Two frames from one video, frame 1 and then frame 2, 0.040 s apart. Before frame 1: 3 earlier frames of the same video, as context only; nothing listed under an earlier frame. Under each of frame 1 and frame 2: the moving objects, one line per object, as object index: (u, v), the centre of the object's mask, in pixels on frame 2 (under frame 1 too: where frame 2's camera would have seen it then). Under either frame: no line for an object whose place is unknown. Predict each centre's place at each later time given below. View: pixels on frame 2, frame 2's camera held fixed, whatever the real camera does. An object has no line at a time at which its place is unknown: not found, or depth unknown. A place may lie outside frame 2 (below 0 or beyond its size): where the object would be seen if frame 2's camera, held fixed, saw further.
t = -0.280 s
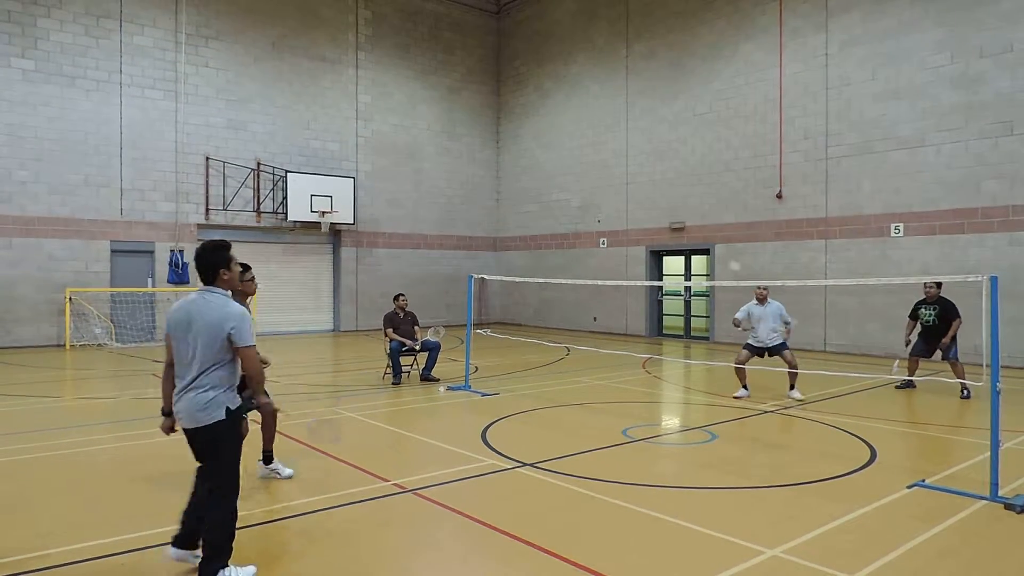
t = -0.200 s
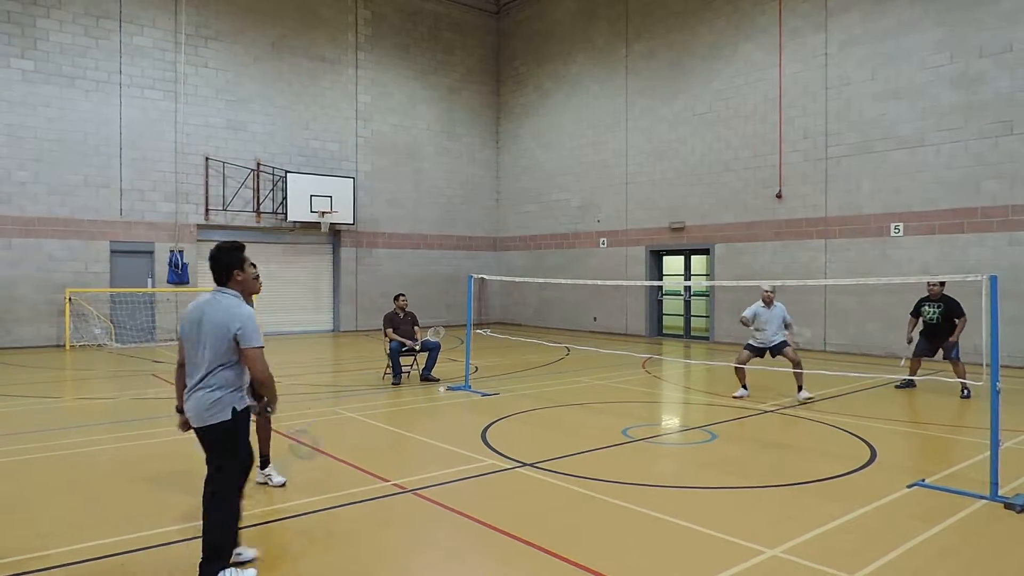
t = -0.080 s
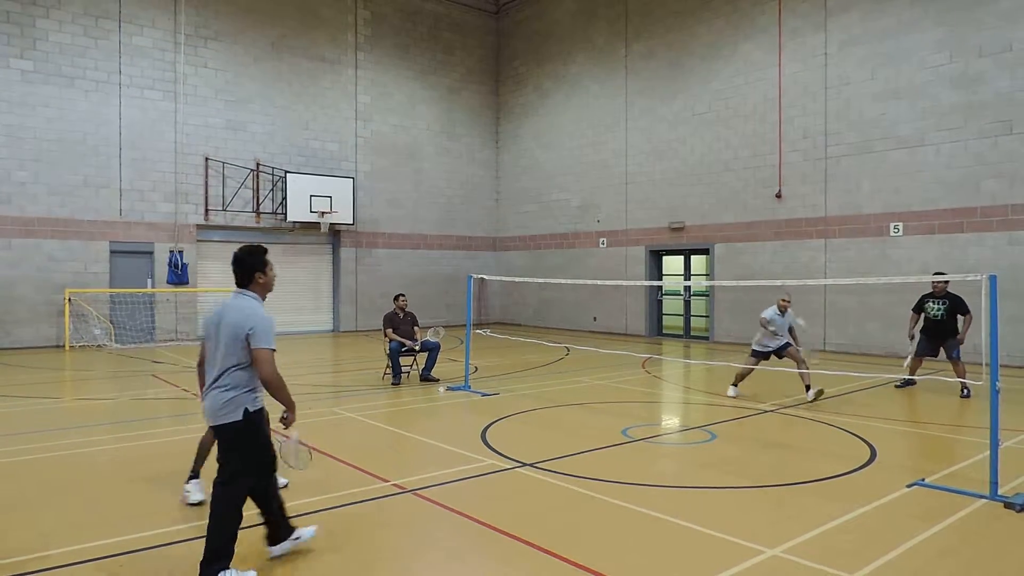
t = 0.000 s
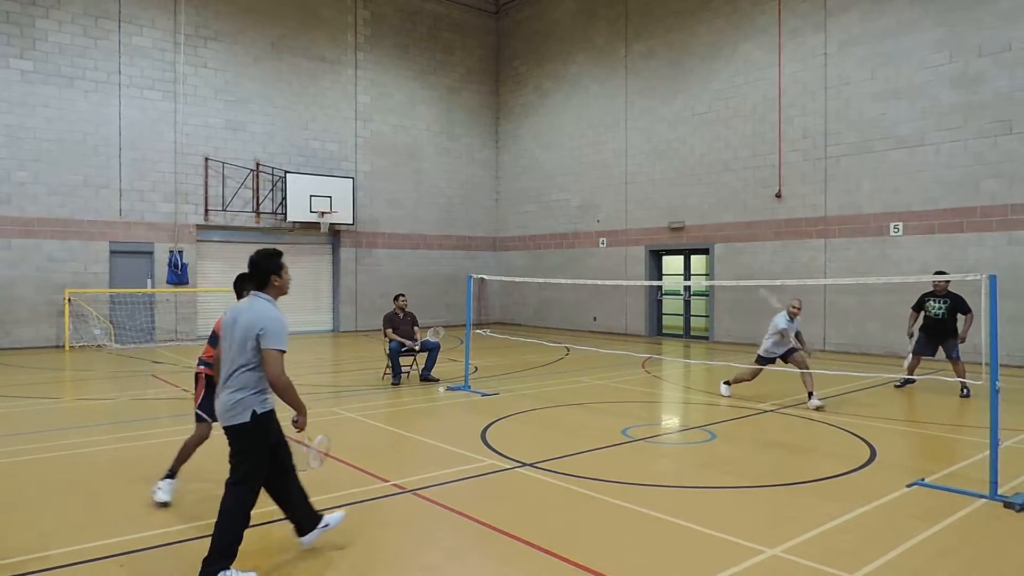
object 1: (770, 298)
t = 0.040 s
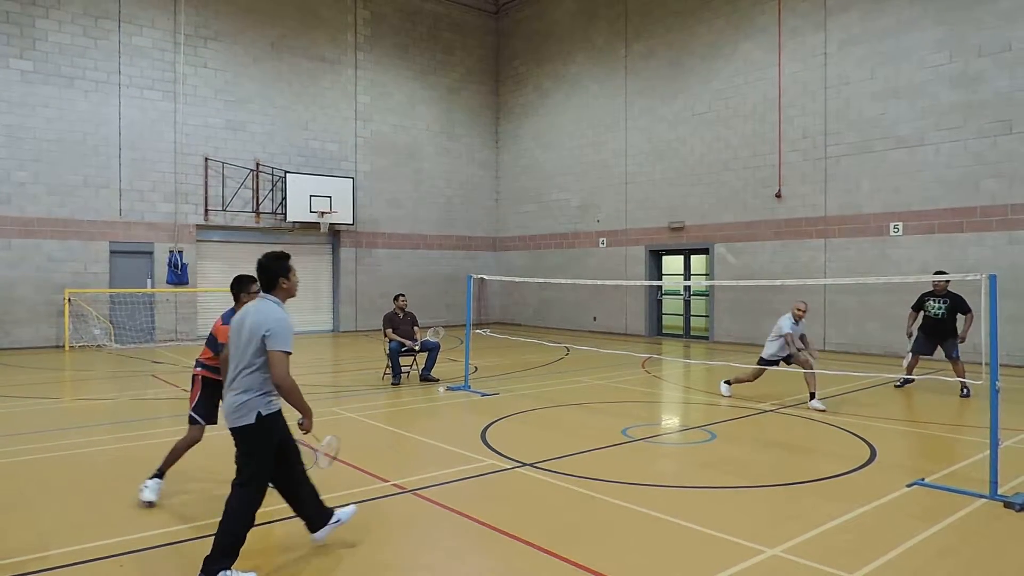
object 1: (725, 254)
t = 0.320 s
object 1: (472, 79)
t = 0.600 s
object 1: (261, 22)
